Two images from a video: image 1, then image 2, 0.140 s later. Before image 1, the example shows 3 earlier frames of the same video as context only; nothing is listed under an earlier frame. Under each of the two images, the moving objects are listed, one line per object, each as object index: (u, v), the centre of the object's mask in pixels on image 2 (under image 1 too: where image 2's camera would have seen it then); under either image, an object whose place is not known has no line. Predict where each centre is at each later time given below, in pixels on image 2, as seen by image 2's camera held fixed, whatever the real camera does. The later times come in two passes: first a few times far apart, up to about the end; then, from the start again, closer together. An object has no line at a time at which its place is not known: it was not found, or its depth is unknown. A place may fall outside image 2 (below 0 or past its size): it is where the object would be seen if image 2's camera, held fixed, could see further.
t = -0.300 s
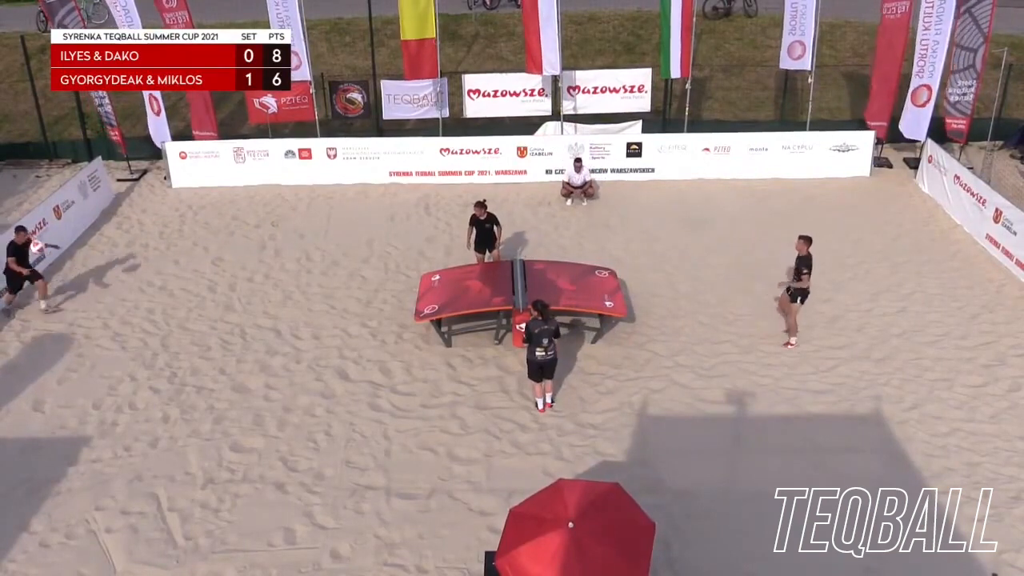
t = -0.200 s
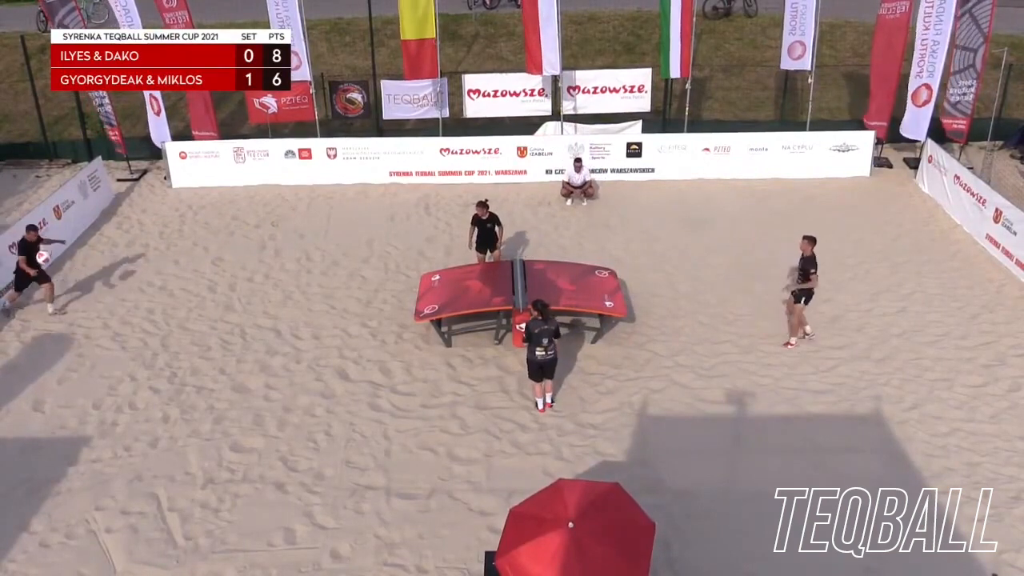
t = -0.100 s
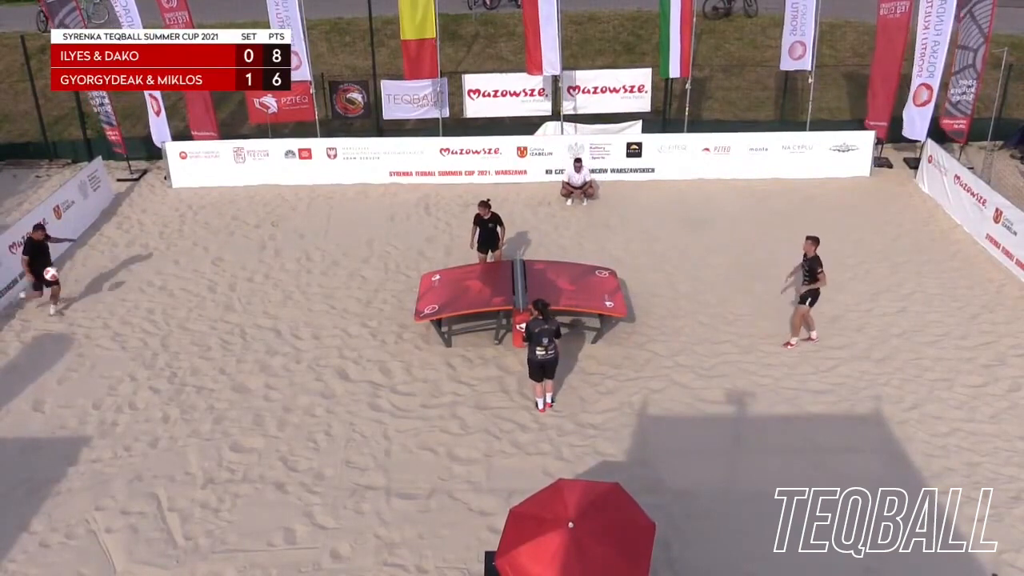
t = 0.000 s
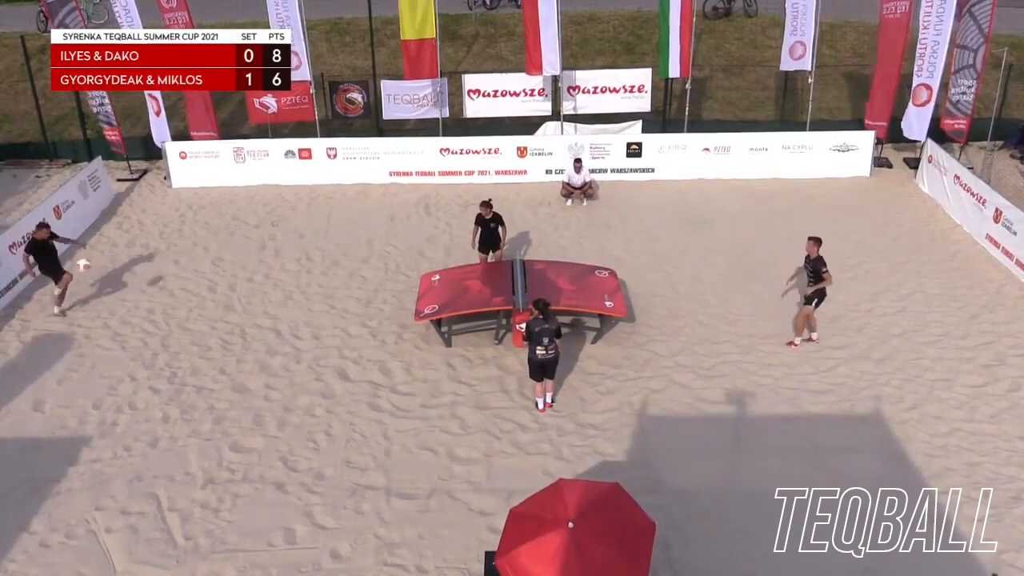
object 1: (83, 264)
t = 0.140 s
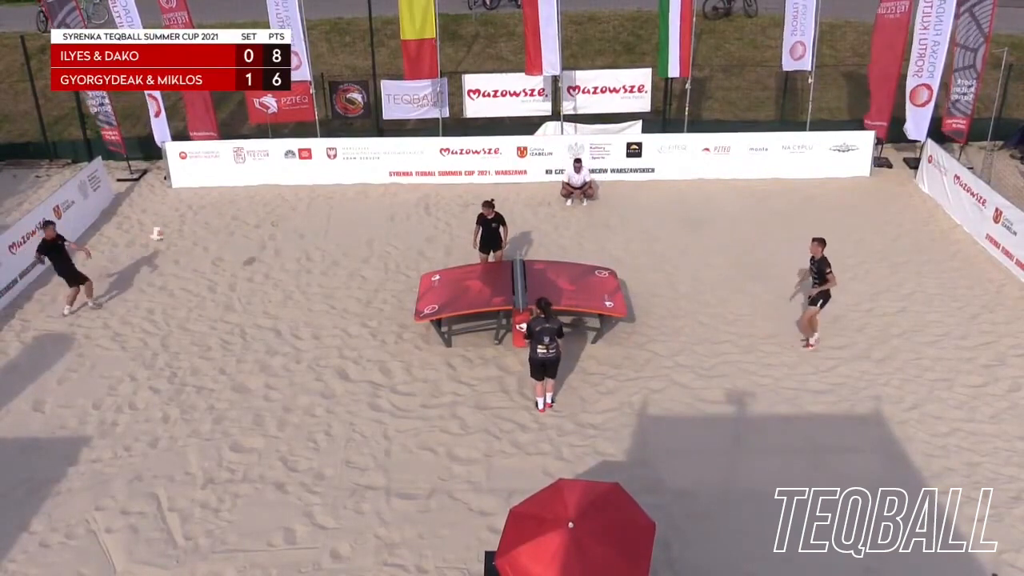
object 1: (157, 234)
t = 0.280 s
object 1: (235, 215)
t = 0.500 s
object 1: (362, 211)
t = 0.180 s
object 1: (179, 228)
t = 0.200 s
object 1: (190, 224)
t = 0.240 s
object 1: (212, 219)
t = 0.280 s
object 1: (235, 215)
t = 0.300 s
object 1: (246, 213)
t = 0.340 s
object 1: (269, 211)
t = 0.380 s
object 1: (292, 209)
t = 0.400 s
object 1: (303, 208)
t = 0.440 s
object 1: (326, 209)
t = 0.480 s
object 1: (350, 210)
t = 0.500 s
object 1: (362, 211)
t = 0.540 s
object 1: (385, 214)
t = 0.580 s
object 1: (409, 217)
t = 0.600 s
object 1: (420, 219)
